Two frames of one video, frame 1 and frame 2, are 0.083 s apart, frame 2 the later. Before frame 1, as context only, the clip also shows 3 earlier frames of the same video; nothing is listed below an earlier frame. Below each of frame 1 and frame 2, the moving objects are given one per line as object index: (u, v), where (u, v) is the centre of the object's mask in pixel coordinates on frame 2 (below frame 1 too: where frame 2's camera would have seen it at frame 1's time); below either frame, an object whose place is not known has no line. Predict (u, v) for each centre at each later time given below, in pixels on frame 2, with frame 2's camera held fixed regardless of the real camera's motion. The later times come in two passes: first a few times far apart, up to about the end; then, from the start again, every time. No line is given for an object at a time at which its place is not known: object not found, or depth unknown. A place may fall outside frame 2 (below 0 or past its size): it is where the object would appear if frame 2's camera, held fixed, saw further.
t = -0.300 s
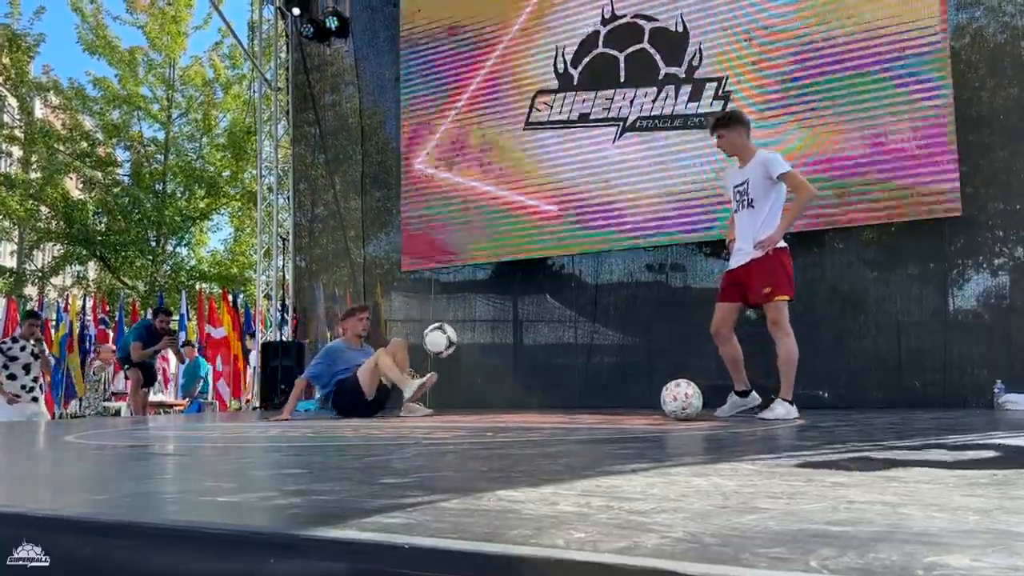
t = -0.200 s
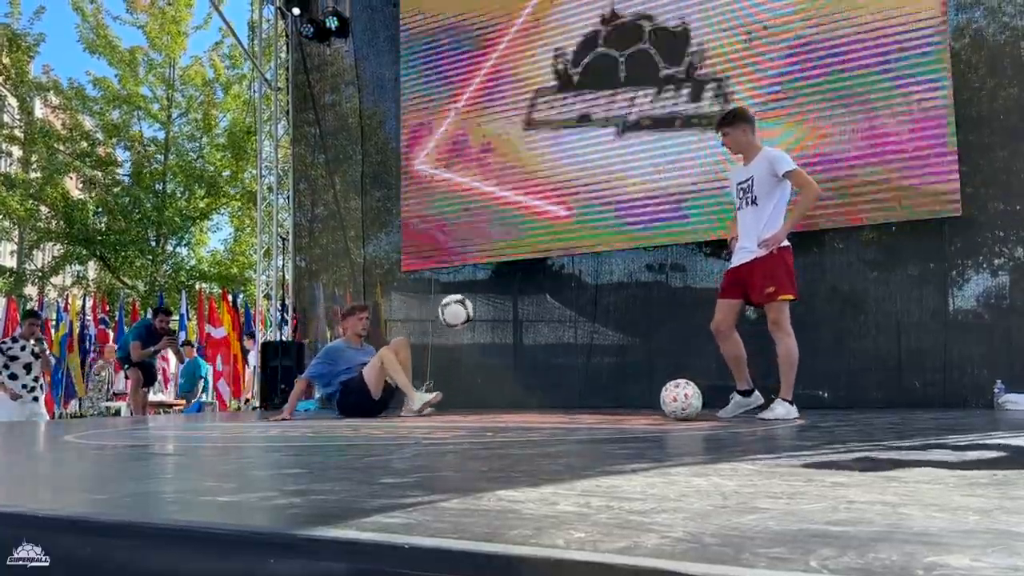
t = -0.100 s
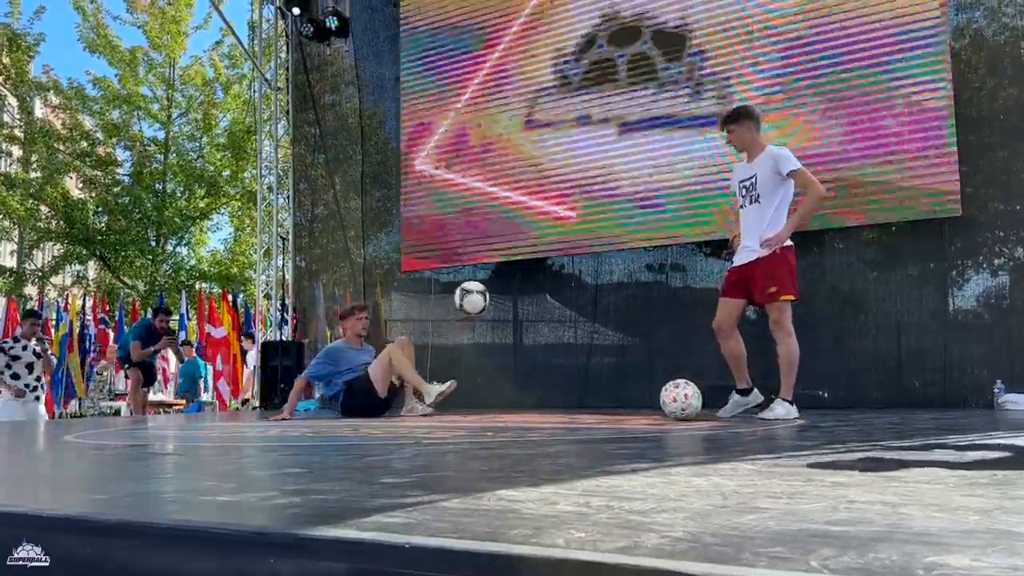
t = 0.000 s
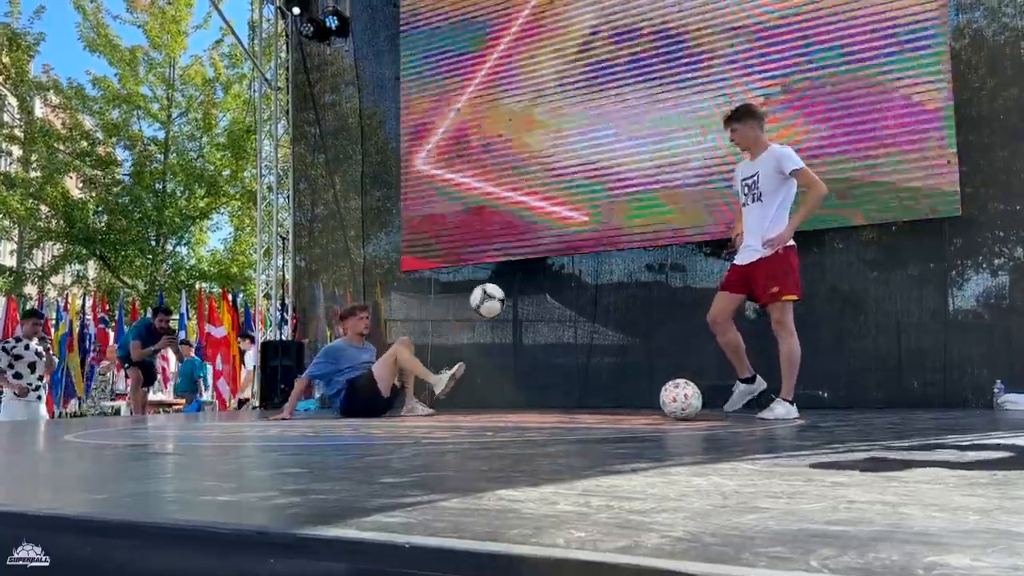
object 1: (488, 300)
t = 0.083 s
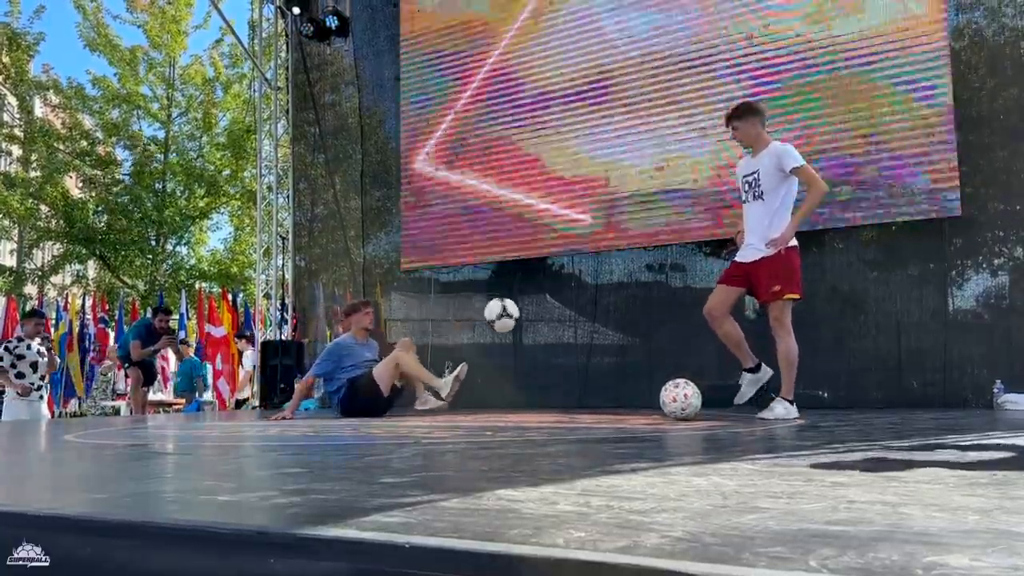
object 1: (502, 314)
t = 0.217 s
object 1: (524, 361)
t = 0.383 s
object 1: (547, 367)
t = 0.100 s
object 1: (504, 318)
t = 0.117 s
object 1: (507, 323)
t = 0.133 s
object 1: (510, 329)
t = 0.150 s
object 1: (512, 334)
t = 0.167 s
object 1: (515, 340)
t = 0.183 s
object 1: (518, 347)
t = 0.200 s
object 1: (521, 354)
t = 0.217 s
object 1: (524, 361)
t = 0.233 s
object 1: (527, 369)
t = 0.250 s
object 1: (530, 377)
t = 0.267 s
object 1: (533, 386)
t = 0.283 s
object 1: (535, 395)
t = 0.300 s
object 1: (538, 400)
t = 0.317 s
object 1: (540, 393)
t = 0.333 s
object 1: (542, 386)
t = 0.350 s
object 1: (543, 380)
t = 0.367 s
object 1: (545, 373)
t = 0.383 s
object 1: (547, 367)
